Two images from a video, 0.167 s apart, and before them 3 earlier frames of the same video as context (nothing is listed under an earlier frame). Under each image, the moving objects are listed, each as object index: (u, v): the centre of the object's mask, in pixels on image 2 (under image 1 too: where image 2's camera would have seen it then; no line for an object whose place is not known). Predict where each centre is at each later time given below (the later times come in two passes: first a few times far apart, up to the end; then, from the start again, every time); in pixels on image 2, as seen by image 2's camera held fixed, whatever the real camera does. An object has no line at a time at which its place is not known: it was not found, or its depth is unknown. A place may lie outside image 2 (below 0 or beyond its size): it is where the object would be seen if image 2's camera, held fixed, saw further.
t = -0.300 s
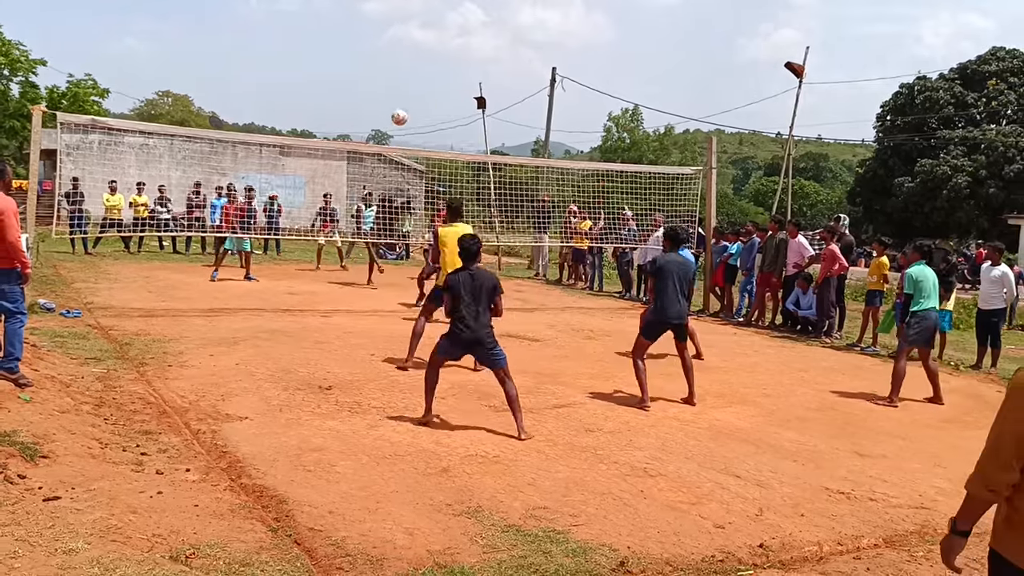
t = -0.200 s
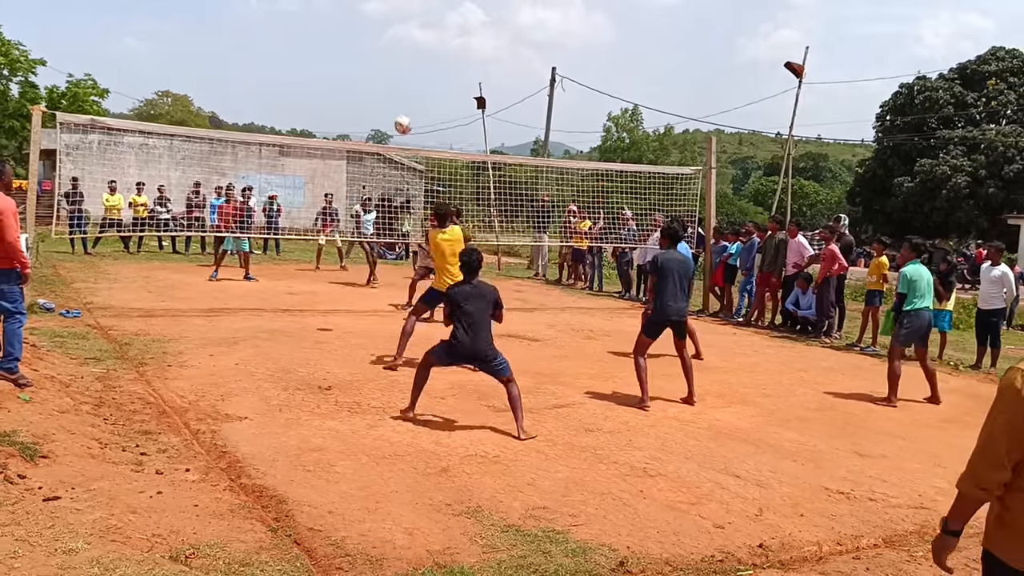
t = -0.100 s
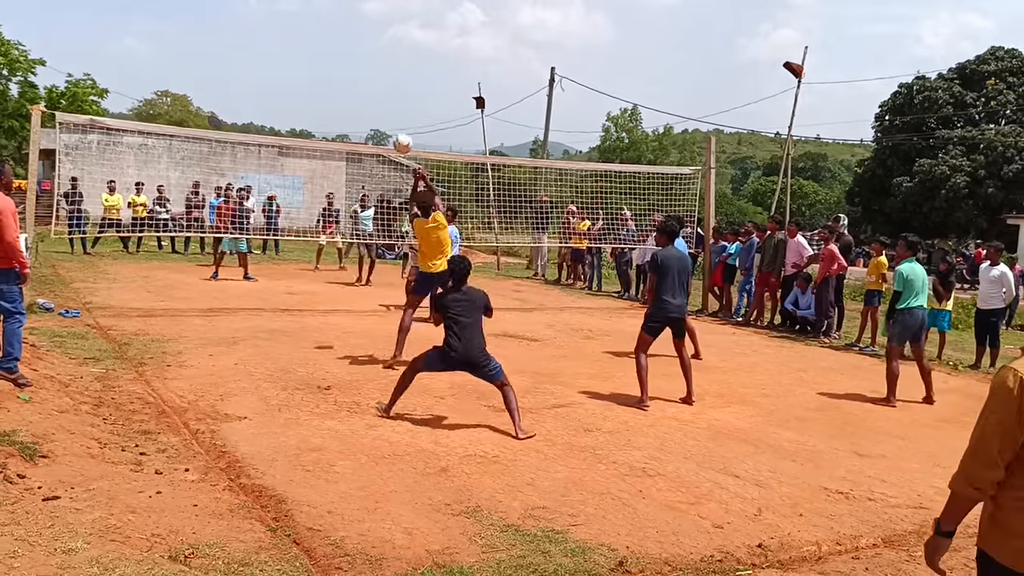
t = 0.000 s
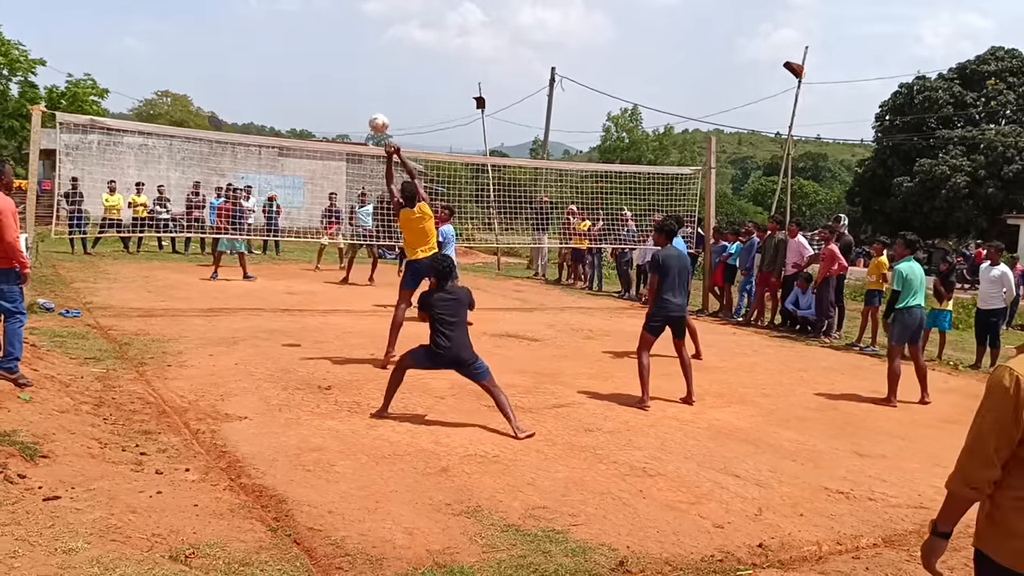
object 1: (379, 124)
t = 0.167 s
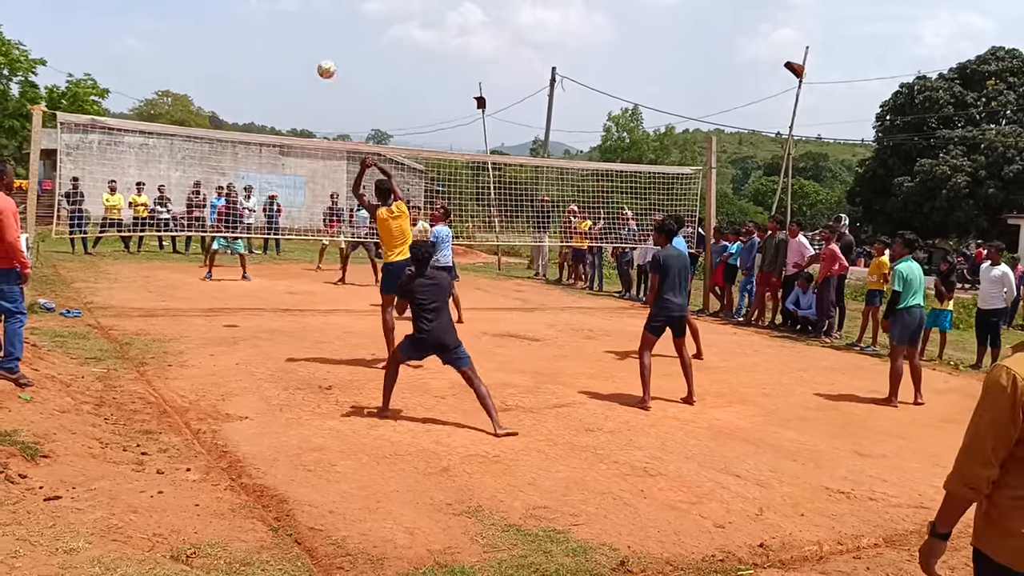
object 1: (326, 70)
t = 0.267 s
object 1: (298, 52)
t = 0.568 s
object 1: (231, 50)
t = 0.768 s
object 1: (196, 79)
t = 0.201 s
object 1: (316, 62)
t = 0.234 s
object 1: (306, 57)
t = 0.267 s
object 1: (298, 52)
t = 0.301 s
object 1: (290, 48)
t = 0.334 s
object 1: (282, 46)
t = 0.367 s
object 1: (273, 44)
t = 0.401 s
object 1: (265, 43)
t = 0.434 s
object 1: (258, 42)
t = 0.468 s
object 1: (250, 43)
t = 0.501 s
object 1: (244, 45)
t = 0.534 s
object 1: (238, 47)
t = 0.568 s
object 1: (231, 50)
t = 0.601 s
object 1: (224, 53)
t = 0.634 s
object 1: (218, 57)
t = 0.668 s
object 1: (212, 62)
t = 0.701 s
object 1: (207, 67)
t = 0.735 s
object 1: (201, 73)
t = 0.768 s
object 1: (196, 79)
